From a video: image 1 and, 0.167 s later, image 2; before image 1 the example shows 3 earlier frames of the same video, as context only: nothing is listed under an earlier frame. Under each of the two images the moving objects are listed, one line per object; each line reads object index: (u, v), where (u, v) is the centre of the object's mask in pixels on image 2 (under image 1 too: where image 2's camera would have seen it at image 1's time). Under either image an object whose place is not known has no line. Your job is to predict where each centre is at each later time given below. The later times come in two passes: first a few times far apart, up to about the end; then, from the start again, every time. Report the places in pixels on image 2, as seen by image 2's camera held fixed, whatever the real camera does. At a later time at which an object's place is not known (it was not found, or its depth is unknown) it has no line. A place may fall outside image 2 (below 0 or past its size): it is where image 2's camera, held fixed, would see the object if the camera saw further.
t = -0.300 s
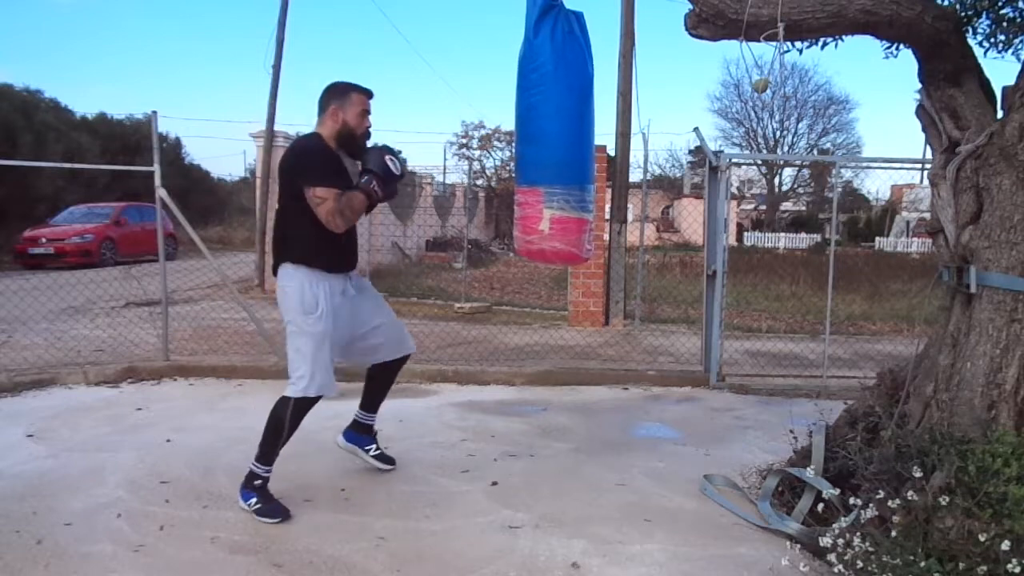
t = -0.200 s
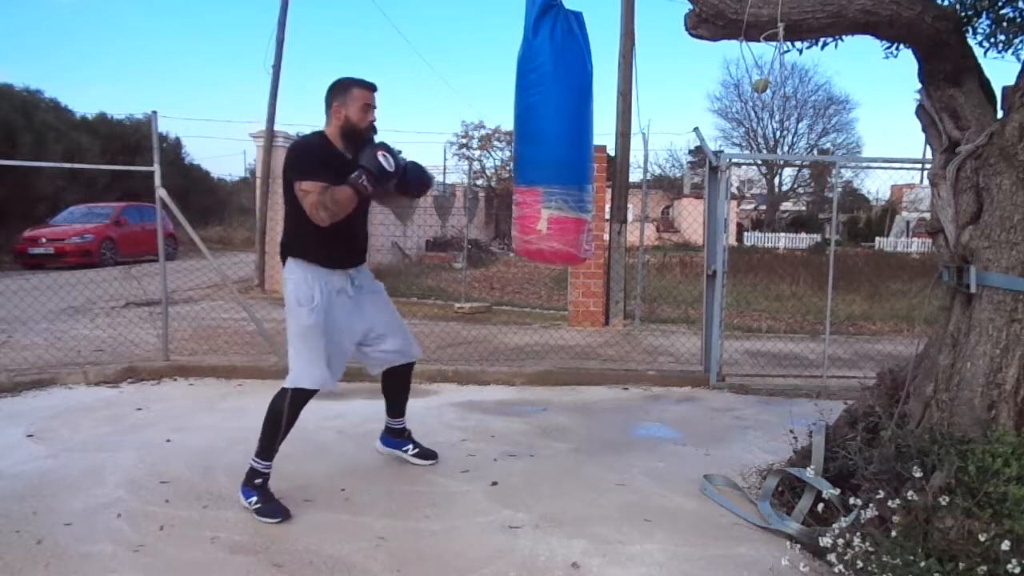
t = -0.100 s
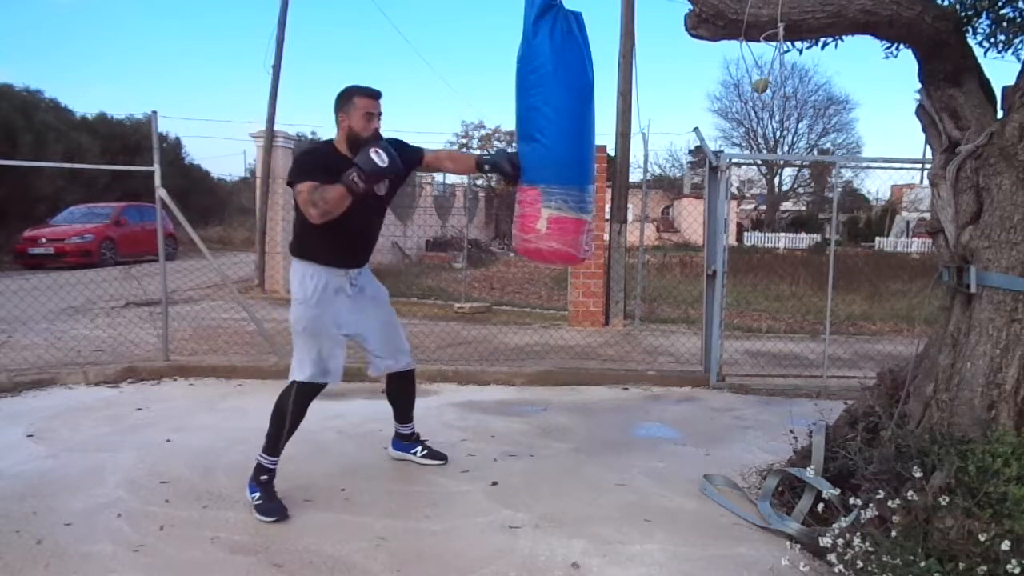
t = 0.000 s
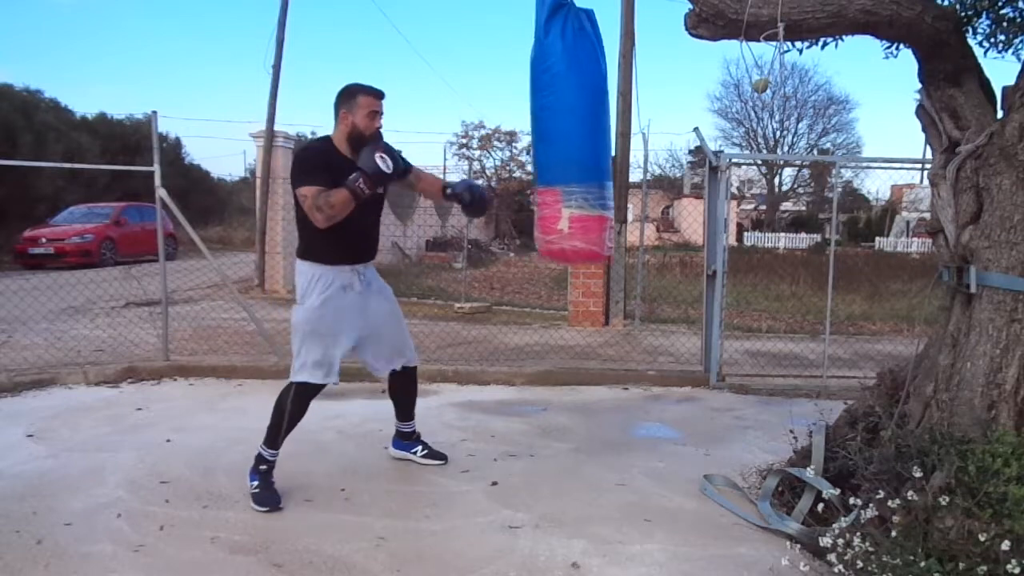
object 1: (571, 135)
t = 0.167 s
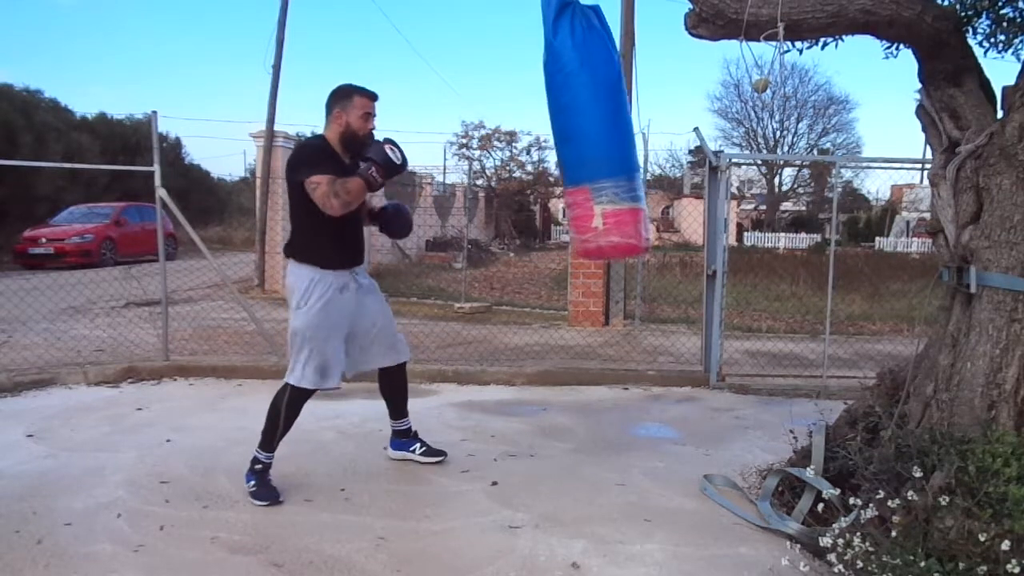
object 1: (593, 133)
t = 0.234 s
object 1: (600, 132)
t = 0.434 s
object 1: (612, 131)
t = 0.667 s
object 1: (601, 132)
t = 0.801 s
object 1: (587, 134)
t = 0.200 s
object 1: (596, 132)
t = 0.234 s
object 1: (600, 132)
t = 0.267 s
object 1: (603, 132)
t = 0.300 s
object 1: (606, 131)
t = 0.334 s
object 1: (609, 131)
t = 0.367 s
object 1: (610, 130)
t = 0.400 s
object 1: (612, 131)
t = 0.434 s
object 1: (612, 131)
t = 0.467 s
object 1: (612, 131)
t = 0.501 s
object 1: (611, 131)
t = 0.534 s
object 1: (610, 131)
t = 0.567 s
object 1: (608, 130)
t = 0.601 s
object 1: (606, 131)
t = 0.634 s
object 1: (604, 131)
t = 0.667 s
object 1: (601, 132)
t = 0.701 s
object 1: (598, 132)
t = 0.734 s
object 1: (595, 132)
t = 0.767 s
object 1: (591, 133)
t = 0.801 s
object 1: (587, 134)
